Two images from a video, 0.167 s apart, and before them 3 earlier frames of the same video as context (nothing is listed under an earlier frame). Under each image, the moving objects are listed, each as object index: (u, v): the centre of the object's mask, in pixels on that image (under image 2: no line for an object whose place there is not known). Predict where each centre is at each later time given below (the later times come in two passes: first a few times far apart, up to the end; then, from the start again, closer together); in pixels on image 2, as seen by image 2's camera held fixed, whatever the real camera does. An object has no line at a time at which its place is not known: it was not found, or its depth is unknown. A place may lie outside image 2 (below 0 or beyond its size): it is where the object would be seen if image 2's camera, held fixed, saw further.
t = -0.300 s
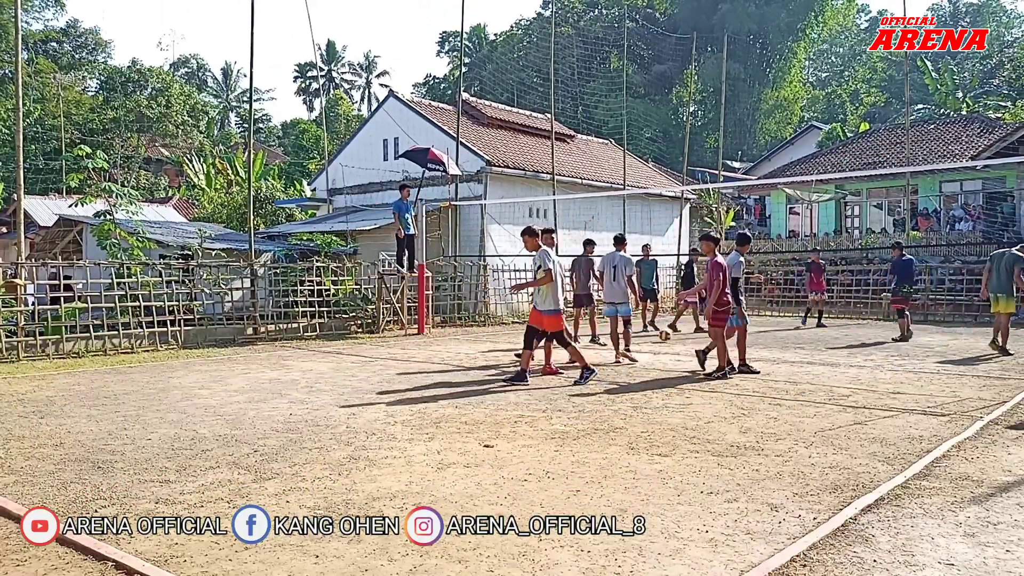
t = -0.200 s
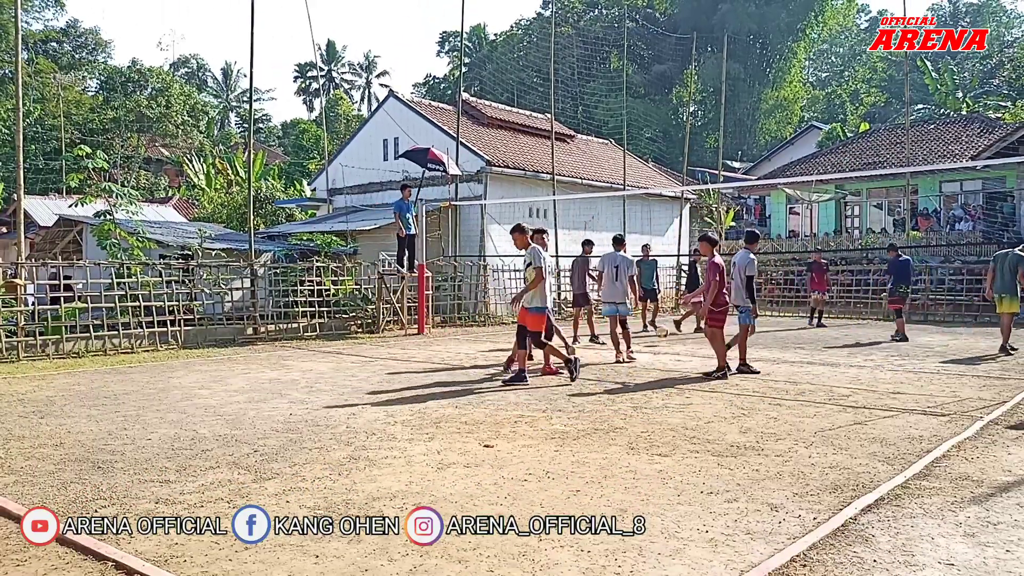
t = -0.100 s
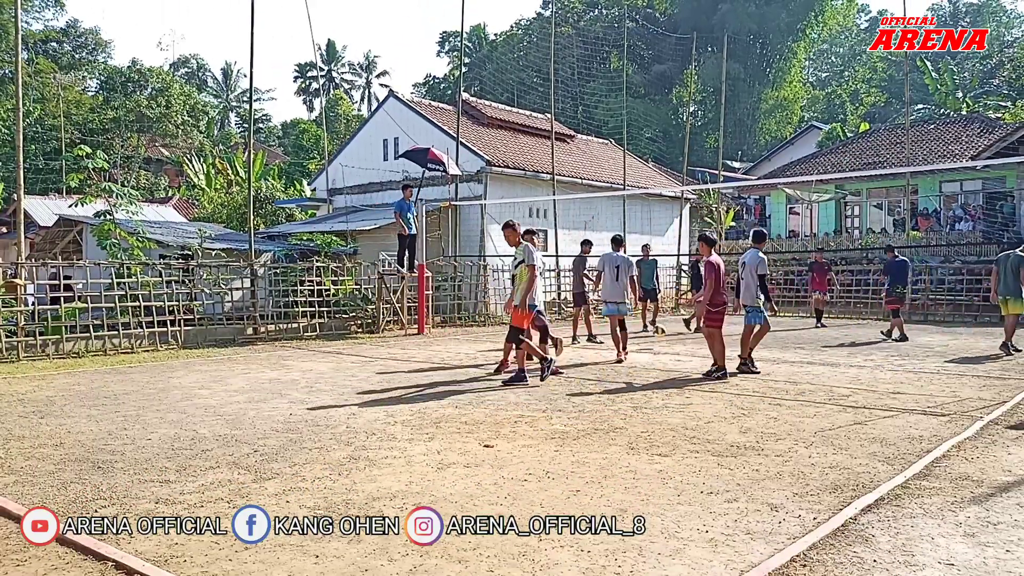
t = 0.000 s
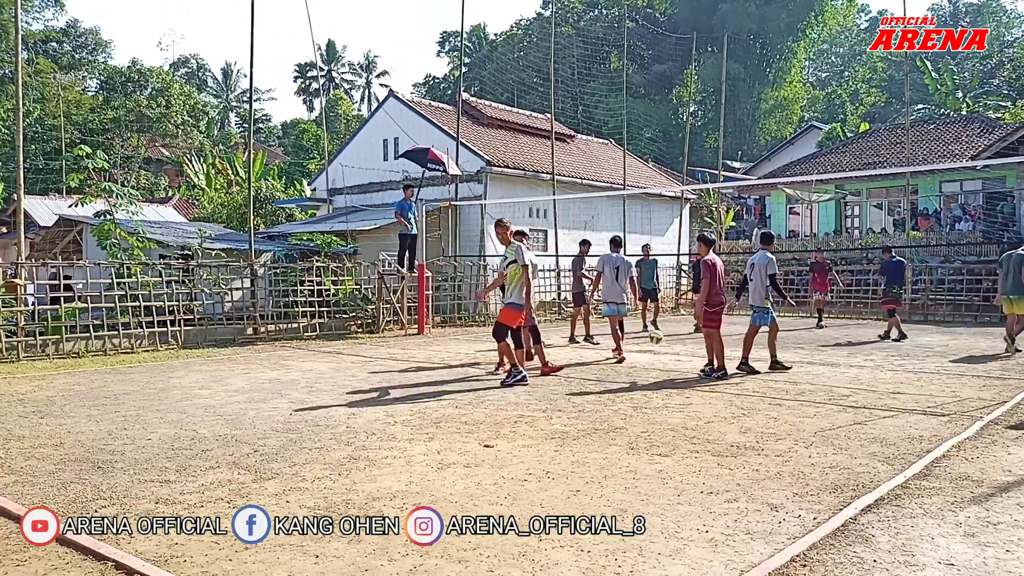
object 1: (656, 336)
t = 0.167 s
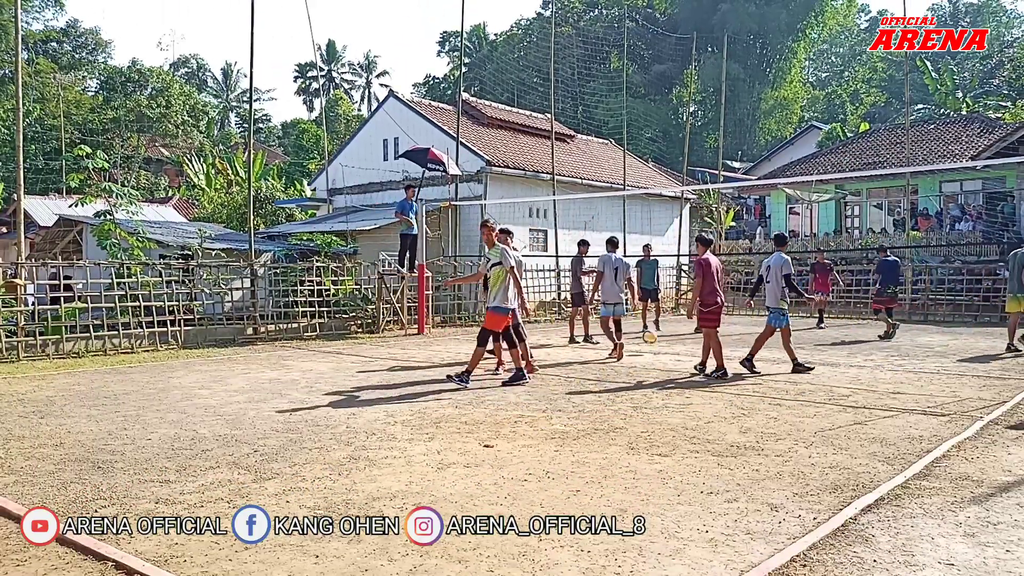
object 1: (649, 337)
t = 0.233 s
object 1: (647, 335)
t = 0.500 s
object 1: (635, 355)
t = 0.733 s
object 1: (624, 349)
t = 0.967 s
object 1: (611, 362)
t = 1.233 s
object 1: (594, 379)
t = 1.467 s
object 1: (571, 396)
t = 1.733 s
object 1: (539, 409)
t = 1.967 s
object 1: (503, 435)
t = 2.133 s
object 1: (471, 455)
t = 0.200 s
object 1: (648, 335)
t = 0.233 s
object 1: (647, 335)
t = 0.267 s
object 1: (646, 334)
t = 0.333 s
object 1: (643, 336)
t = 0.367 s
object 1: (642, 338)
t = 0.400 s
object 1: (640, 341)
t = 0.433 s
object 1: (639, 344)
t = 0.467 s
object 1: (637, 349)
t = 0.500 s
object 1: (635, 355)
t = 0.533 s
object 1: (634, 353)
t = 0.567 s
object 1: (632, 350)
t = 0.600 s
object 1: (631, 348)
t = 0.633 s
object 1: (630, 346)
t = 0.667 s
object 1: (628, 347)
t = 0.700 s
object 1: (626, 347)
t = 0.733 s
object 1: (624, 349)
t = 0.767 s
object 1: (622, 352)
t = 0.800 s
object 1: (621, 357)
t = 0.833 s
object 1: (618, 361)
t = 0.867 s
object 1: (616, 368)
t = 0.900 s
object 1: (615, 366)
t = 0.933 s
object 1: (613, 364)
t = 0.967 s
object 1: (611, 362)
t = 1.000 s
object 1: (610, 361)
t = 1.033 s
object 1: (607, 363)
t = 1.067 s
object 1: (604, 365)
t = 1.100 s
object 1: (603, 367)
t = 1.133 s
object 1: (601, 371)
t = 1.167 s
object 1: (598, 376)
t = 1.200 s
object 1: (596, 381)
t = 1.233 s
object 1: (594, 379)
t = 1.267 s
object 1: (590, 377)
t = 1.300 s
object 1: (588, 377)
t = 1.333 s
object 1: (585, 379)
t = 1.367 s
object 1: (581, 381)
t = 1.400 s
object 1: (579, 385)
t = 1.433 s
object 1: (575, 390)
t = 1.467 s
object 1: (571, 396)
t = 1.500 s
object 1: (568, 395)
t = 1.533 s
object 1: (564, 395)
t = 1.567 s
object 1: (560, 397)
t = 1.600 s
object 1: (556, 400)
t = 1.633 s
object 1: (552, 404)
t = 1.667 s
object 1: (548, 408)
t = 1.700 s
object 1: (543, 408)
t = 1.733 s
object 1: (539, 409)
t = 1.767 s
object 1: (534, 411)
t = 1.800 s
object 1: (530, 415)
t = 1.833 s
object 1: (524, 421)
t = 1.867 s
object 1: (519, 426)
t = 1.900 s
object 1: (514, 427)
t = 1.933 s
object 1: (508, 431)
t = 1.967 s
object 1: (503, 435)
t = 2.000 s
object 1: (496, 439)
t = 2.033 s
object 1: (491, 442)
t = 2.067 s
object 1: (484, 446)
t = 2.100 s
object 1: (478, 452)
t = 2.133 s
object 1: (471, 455)
